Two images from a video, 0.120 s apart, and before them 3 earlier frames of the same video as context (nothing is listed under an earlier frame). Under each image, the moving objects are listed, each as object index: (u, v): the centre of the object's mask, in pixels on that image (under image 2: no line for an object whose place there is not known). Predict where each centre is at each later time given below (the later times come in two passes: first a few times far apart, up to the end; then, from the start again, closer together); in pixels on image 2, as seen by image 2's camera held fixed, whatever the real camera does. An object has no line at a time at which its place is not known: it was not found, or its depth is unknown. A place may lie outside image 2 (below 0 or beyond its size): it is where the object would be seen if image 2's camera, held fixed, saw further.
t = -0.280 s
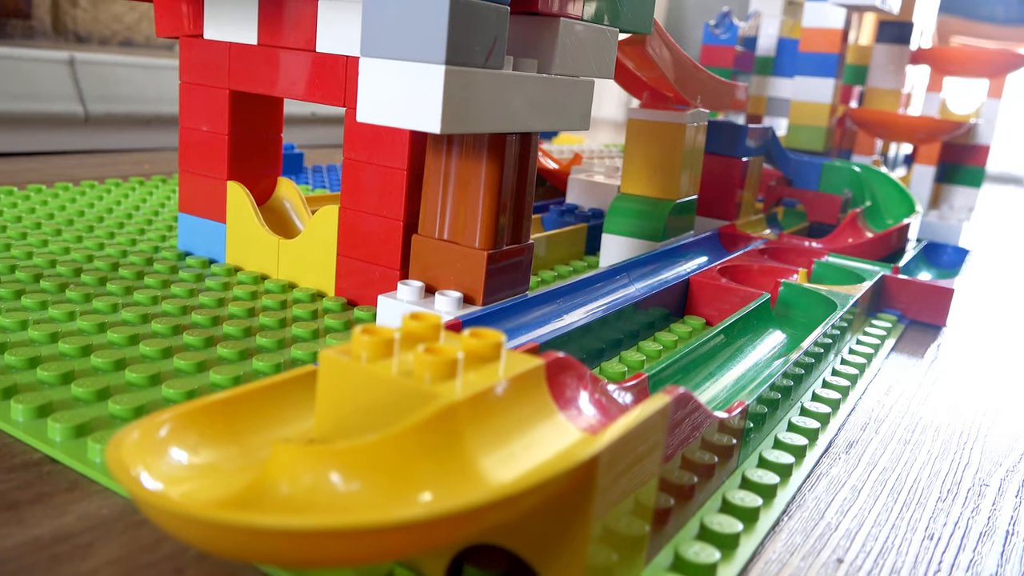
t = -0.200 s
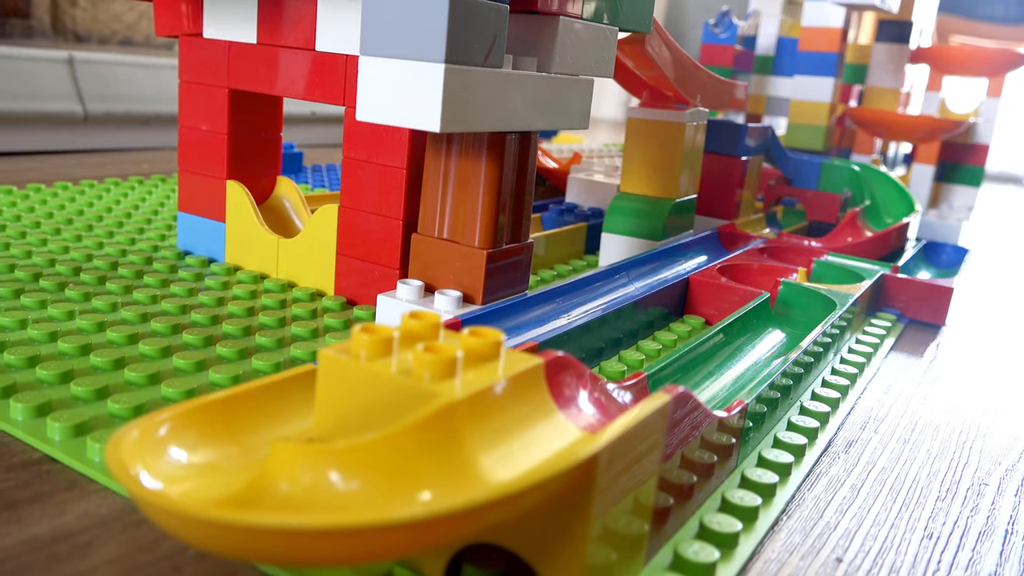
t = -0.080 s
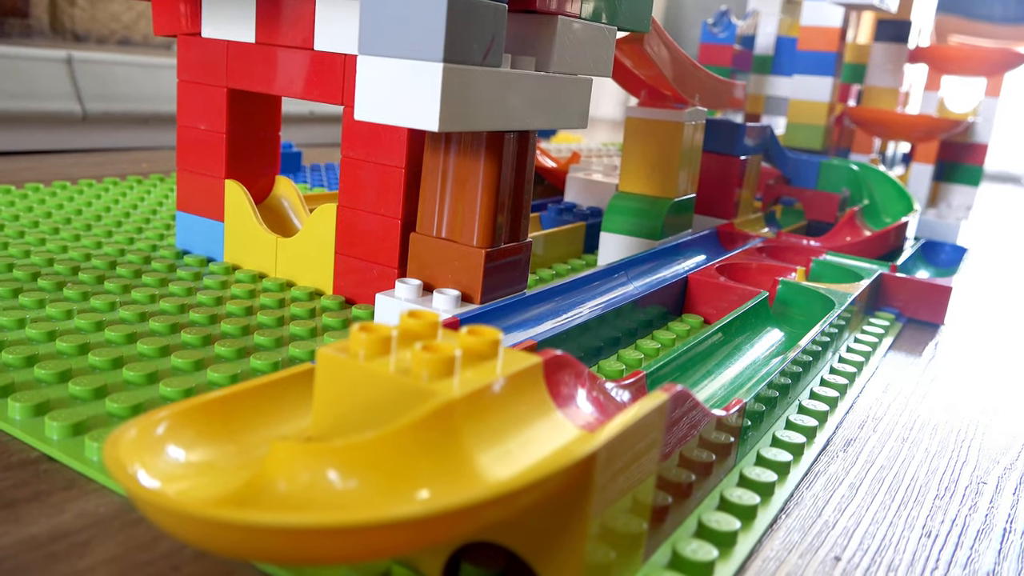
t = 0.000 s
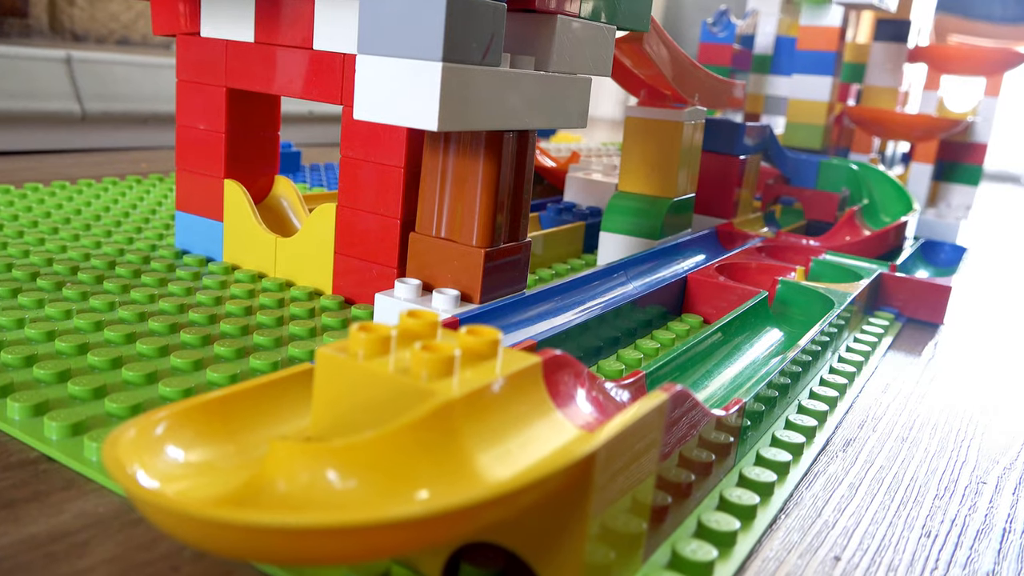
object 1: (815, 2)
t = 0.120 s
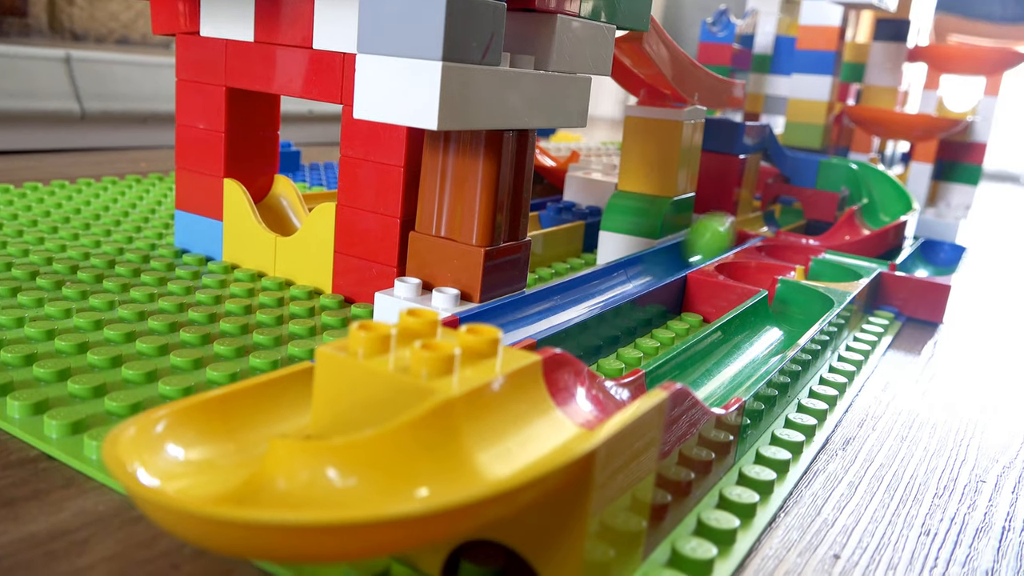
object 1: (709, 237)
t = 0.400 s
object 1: (251, 407)
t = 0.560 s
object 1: (519, 406)
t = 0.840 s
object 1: (698, 368)
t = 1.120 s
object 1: (797, 292)
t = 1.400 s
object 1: (813, 266)
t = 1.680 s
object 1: (802, 254)
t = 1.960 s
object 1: (800, 244)
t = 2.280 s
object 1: (879, 256)
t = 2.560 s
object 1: (920, 262)
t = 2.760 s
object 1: (923, 262)
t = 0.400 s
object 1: (251, 407)
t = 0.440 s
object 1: (199, 436)
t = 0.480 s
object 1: (309, 456)
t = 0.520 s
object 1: (440, 435)
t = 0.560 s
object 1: (519, 406)
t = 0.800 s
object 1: (676, 370)
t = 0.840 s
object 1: (698, 368)
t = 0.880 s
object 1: (717, 361)
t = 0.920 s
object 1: (737, 347)
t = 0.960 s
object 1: (754, 334)
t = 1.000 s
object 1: (769, 323)
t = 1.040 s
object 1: (783, 312)
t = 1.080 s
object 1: (795, 302)
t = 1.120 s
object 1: (797, 292)
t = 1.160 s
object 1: (767, 275)
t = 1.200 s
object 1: (745, 266)
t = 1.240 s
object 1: (747, 264)
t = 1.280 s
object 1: (760, 263)
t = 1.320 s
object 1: (777, 264)
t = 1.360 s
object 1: (796, 265)
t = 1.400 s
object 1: (813, 266)
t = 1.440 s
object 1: (825, 267)
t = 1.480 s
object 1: (832, 265)
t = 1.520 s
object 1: (833, 265)
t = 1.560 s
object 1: (830, 264)
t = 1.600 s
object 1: (823, 261)
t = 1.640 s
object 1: (814, 258)
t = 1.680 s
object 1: (802, 254)
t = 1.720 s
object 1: (791, 250)
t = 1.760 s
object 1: (784, 247)
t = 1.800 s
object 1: (781, 245)
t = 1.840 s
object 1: (783, 245)
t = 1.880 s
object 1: (786, 244)
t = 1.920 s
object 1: (792, 244)
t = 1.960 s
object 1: (800, 244)
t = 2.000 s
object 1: (809, 245)
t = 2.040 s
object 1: (819, 246)
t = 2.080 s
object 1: (830, 248)
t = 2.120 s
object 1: (841, 249)
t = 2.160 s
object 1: (852, 251)
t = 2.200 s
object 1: (862, 254)
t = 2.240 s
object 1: (870, 256)
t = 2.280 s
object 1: (879, 256)
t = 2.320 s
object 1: (889, 258)
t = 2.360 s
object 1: (896, 259)
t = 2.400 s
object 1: (903, 260)
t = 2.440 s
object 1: (909, 261)
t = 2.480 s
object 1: (914, 262)
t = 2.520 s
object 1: (918, 262)
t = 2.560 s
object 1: (920, 262)
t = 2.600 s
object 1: (922, 262)
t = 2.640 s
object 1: (923, 262)
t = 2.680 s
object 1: (923, 262)
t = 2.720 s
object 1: (924, 262)
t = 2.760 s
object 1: (923, 262)
